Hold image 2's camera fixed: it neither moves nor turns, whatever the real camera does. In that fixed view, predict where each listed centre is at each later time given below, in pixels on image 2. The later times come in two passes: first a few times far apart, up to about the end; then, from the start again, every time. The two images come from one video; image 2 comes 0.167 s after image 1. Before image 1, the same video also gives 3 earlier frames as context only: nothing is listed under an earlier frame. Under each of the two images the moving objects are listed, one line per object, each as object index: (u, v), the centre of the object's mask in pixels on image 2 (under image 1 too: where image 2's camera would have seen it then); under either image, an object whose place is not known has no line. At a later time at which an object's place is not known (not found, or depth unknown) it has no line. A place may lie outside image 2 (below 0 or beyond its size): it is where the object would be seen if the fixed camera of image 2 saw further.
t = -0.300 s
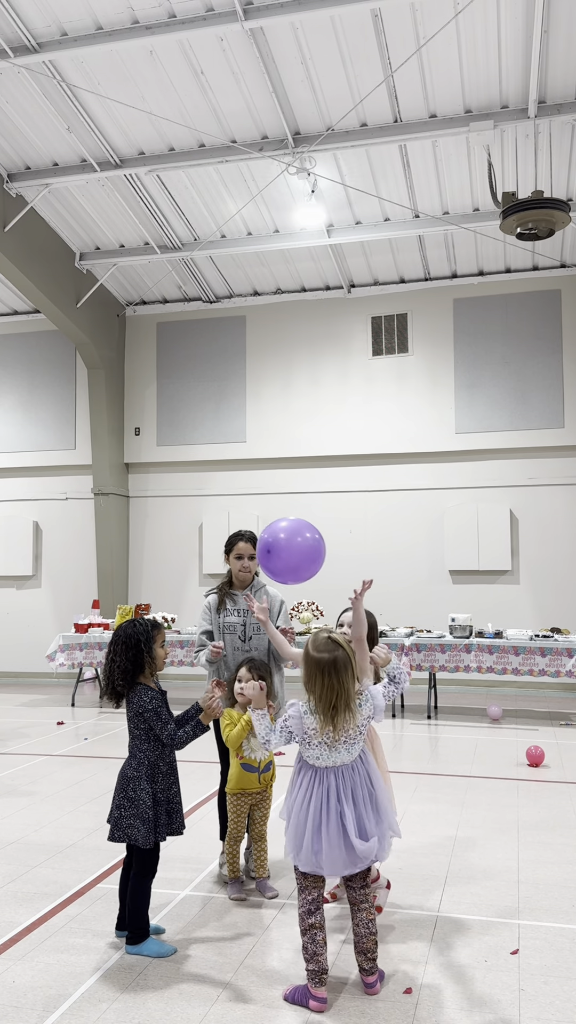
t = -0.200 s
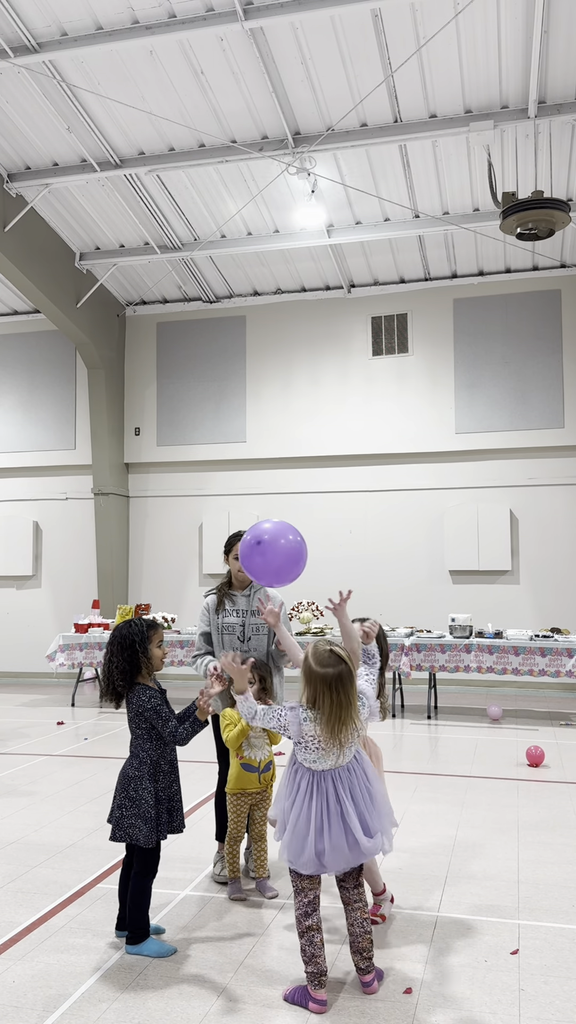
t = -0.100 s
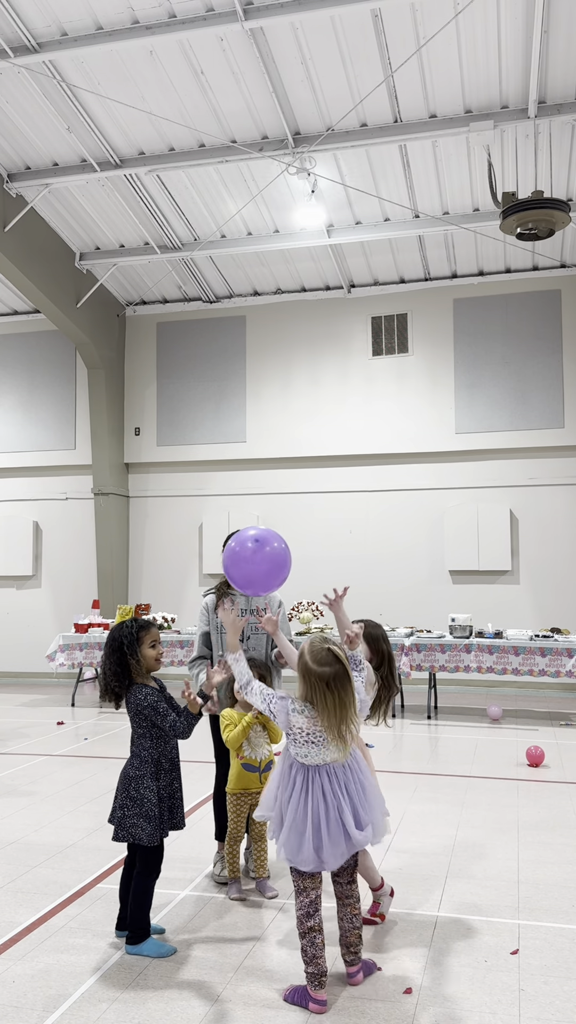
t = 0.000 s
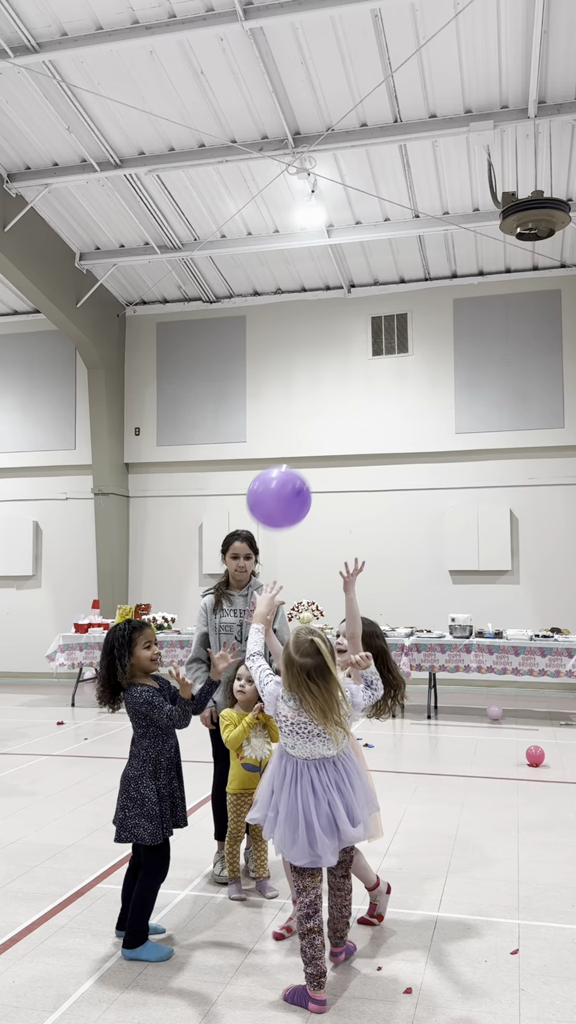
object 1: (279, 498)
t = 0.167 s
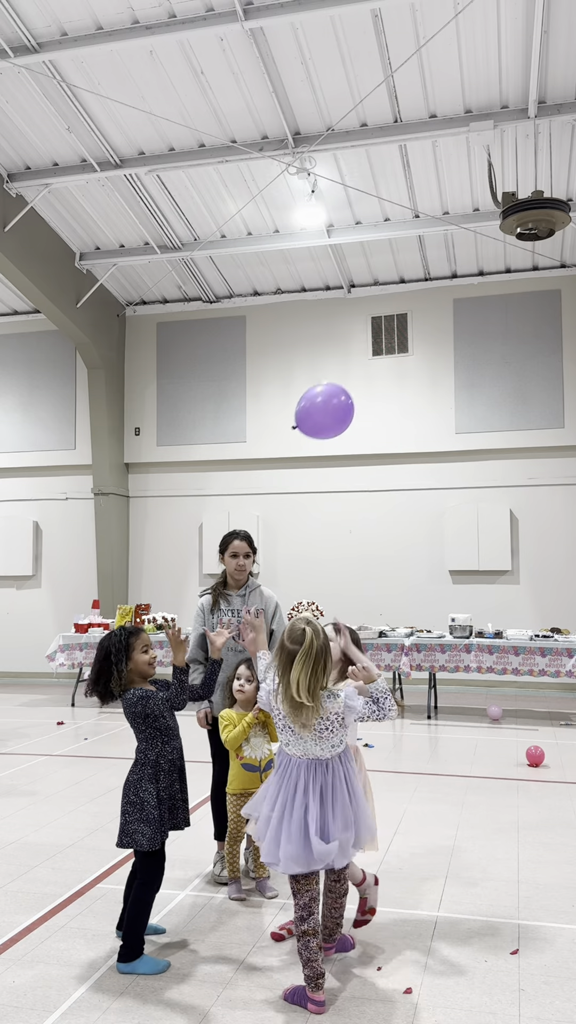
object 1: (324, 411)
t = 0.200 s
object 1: (333, 404)
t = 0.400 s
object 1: (378, 391)
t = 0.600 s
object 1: (398, 402)
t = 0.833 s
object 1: (412, 430)
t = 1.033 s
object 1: (422, 467)
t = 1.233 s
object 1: (431, 513)
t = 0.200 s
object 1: (333, 404)
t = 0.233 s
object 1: (342, 398)
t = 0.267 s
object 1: (351, 394)
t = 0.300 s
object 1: (359, 392)
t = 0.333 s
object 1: (367, 391)
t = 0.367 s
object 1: (373, 391)
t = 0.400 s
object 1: (378, 391)
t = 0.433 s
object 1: (383, 392)
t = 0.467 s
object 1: (387, 394)
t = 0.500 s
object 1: (390, 396)
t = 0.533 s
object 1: (393, 397)
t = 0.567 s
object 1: (396, 400)
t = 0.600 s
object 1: (398, 402)
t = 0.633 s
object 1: (400, 405)
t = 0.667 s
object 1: (402, 408)
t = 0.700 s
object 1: (404, 412)
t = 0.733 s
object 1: (406, 416)
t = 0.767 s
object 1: (408, 420)
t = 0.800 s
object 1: (410, 425)
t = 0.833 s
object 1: (412, 430)
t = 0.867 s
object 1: (414, 435)
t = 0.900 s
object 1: (415, 441)
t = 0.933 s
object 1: (417, 447)
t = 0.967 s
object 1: (419, 453)
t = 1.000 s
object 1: (420, 460)
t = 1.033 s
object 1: (422, 467)
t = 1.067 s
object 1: (423, 474)
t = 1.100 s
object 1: (425, 481)
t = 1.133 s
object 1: (426, 489)
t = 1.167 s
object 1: (428, 497)
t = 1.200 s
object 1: (429, 505)
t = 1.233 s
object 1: (431, 513)
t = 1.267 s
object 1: (432, 521)
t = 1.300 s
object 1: (434, 529)
